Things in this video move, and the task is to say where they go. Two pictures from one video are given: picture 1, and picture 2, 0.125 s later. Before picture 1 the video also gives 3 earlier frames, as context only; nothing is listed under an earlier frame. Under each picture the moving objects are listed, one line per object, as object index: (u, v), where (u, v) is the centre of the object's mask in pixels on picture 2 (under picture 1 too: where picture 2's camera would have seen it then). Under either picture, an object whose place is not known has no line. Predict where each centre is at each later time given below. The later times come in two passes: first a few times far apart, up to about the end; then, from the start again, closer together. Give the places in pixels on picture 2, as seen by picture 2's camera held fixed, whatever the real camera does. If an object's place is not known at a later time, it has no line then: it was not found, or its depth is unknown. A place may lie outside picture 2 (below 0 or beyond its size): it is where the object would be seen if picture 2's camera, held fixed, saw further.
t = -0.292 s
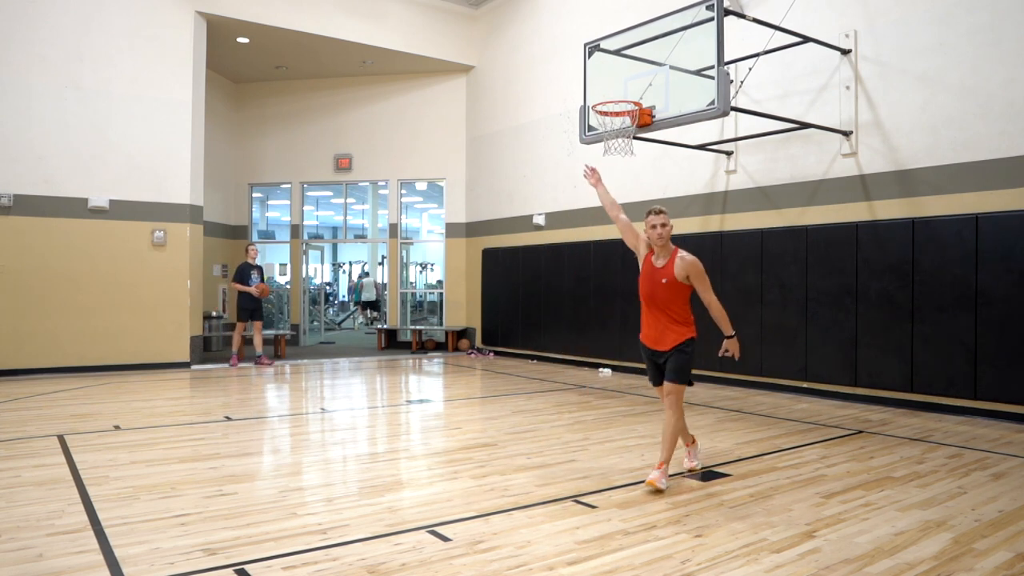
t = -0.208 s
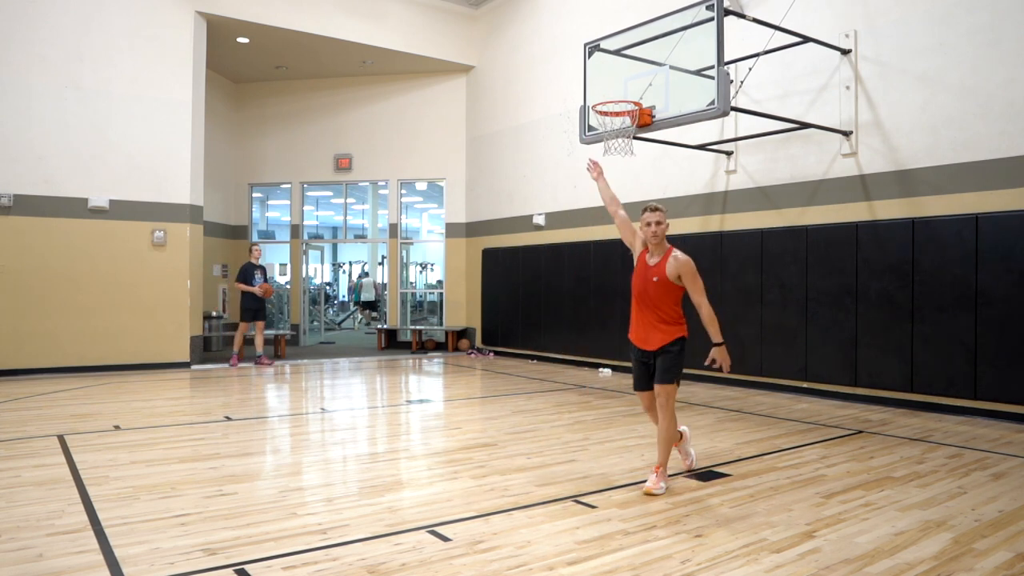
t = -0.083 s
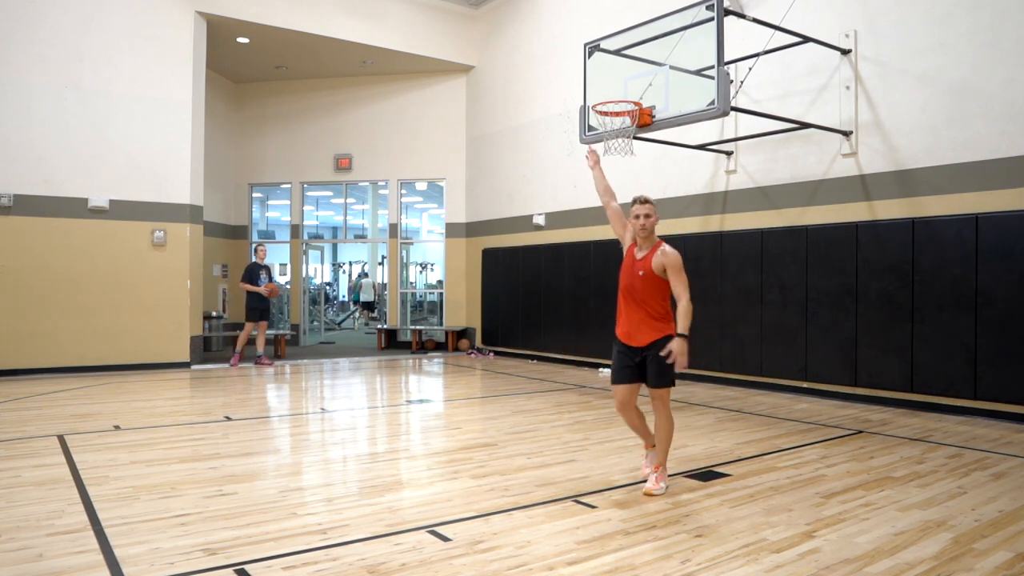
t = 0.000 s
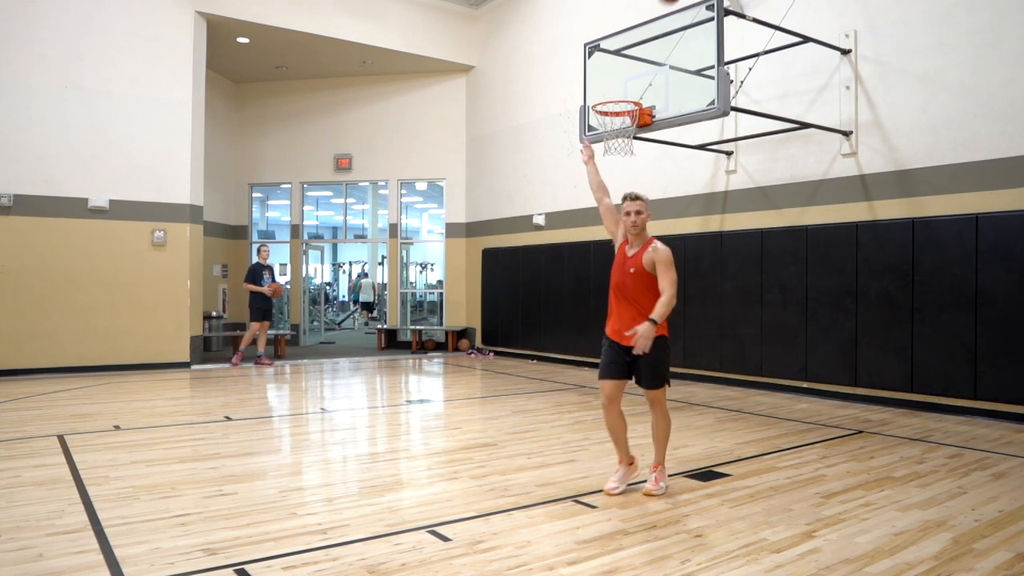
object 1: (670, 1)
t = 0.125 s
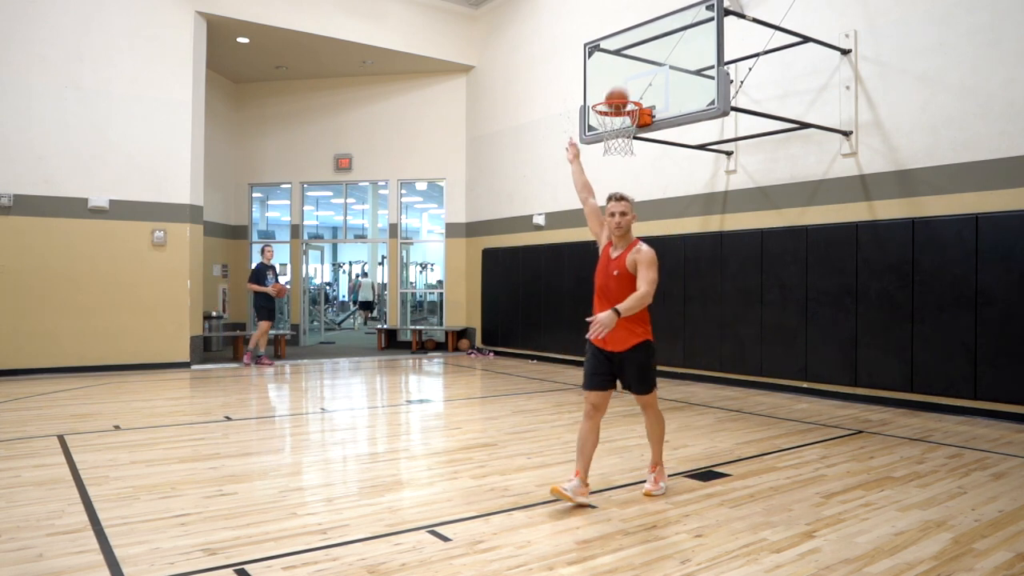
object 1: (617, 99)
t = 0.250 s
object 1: (619, 141)
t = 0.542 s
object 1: (650, 233)
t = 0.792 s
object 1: (680, 419)
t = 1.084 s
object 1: (727, 302)
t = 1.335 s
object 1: (774, 242)
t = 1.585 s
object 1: (829, 276)
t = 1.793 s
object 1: (880, 396)
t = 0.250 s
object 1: (619, 141)
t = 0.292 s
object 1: (623, 147)
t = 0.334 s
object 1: (627, 155)
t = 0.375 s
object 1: (631, 165)
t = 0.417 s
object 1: (636, 178)
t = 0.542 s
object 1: (650, 233)
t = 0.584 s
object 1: (654, 256)
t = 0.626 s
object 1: (659, 282)
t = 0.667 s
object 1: (664, 312)
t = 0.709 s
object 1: (669, 344)
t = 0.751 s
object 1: (675, 379)
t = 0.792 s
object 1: (680, 419)
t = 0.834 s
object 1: (686, 436)
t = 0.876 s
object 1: (692, 410)
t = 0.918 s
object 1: (700, 383)
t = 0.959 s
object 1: (706, 361)
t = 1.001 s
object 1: (713, 339)
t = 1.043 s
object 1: (720, 320)
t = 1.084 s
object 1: (727, 302)
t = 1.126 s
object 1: (734, 286)
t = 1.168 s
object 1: (742, 272)
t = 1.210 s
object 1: (750, 261)
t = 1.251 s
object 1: (758, 252)
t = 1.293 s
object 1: (766, 246)
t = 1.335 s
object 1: (774, 242)
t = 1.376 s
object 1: (783, 240)
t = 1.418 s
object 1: (791, 242)
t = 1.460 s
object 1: (800, 245)
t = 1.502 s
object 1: (809, 252)
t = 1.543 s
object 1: (819, 262)
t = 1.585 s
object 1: (829, 276)
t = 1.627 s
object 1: (839, 293)
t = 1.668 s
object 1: (849, 313)
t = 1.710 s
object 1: (859, 337)
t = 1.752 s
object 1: (870, 365)
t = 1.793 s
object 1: (880, 396)
